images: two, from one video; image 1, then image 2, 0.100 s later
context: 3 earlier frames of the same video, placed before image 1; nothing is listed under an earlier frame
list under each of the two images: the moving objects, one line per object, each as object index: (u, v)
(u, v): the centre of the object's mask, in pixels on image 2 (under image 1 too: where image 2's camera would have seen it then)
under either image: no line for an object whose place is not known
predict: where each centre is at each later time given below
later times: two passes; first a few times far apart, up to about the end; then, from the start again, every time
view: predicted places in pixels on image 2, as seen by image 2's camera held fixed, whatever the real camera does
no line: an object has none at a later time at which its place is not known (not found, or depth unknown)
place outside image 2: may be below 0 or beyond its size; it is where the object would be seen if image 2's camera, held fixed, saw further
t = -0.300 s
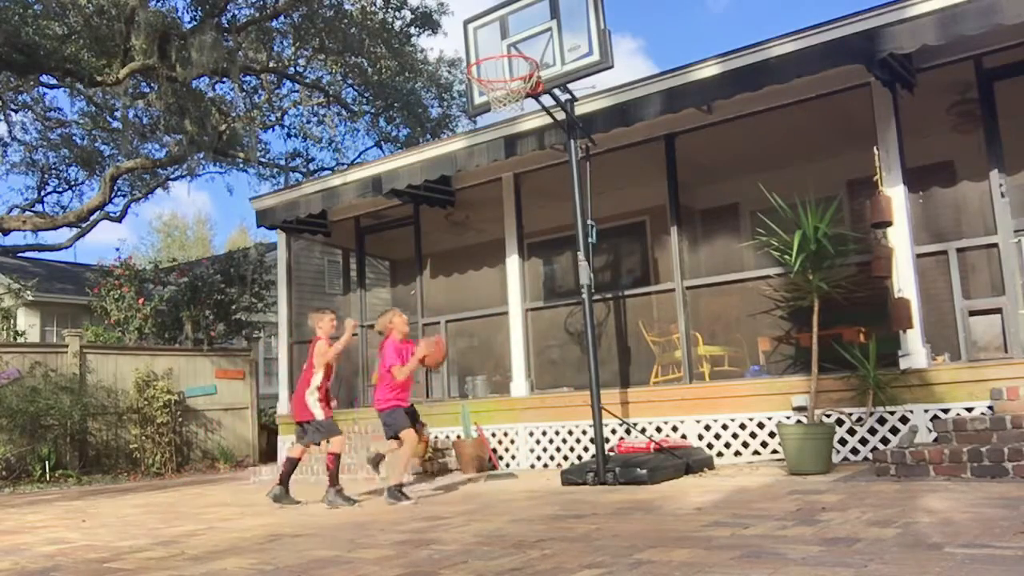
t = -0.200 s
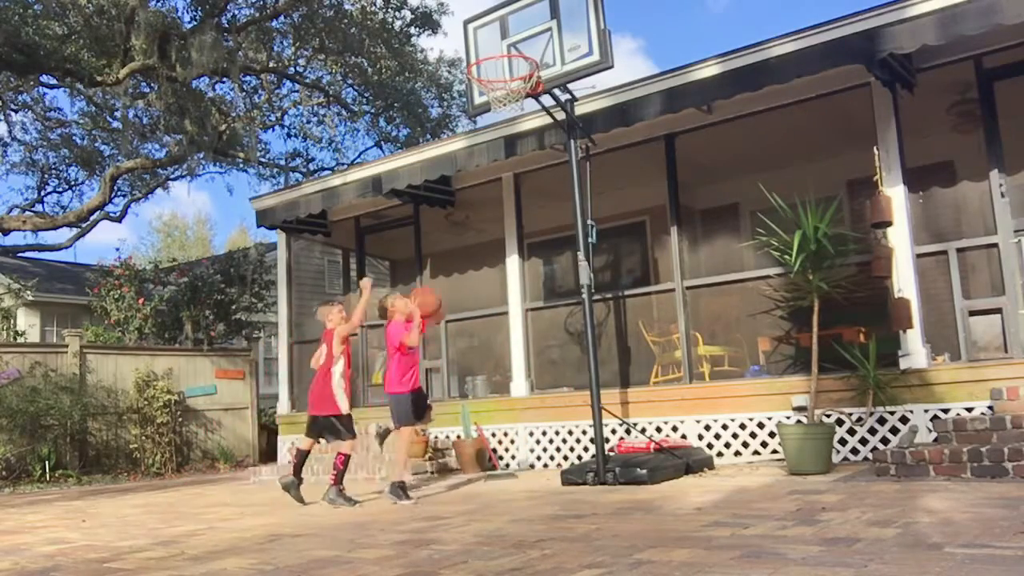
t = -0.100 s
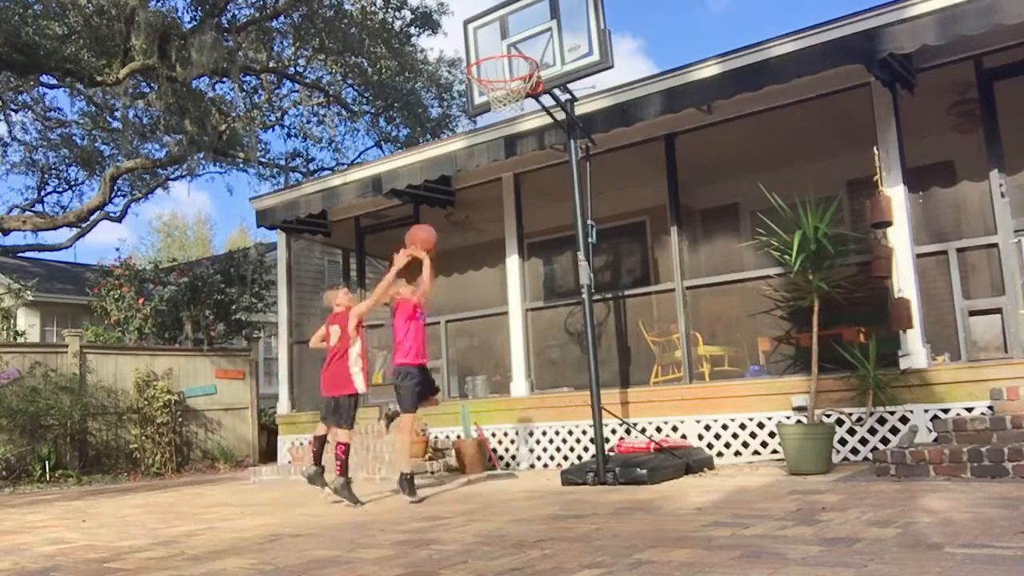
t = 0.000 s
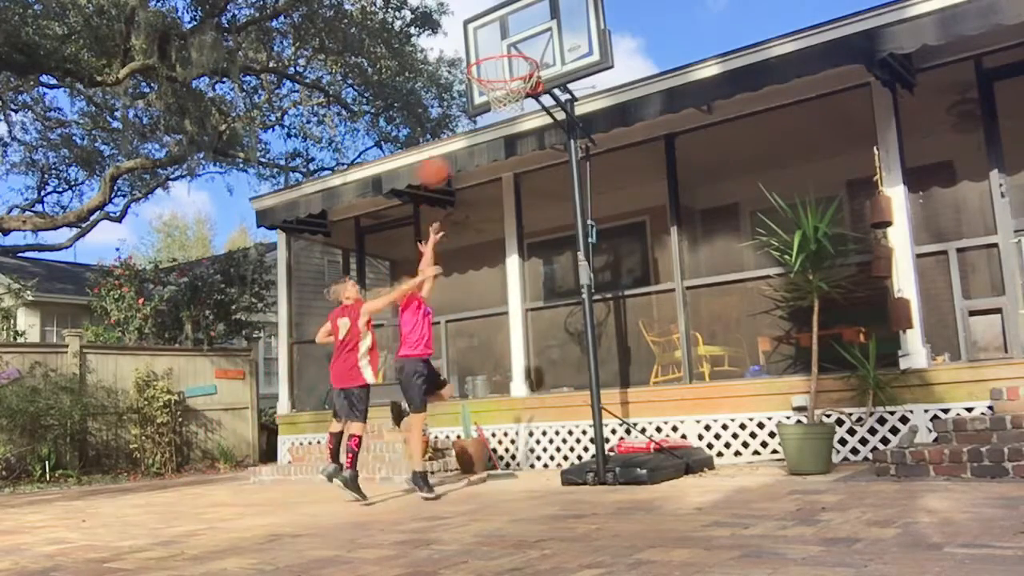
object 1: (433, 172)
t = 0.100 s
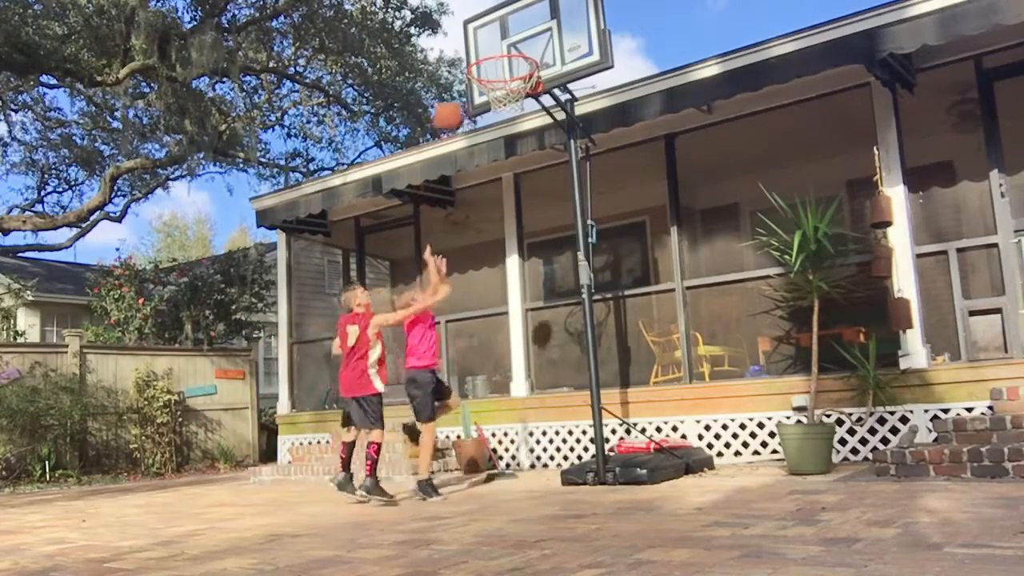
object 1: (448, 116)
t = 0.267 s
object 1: (472, 53)
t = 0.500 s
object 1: (490, 37)
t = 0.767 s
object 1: (507, 108)
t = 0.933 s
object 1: (519, 202)
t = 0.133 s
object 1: (452, 100)
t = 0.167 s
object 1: (457, 87)
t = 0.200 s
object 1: (459, 77)
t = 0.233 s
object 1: (467, 64)
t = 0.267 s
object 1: (472, 53)
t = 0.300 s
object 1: (478, 46)
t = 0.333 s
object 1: (483, 41)
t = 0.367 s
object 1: (484, 37)
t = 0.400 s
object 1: (487, 35)
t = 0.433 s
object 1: (488, 35)
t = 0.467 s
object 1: (489, 35)
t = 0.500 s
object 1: (490, 37)
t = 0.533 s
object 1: (491, 40)
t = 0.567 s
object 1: (493, 46)
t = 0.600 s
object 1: (496, 54)
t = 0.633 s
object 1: (497, 62)
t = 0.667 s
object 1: (500, 72)
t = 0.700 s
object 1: (501, 81)
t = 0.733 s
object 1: (504, 96)
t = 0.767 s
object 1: (507, 108)
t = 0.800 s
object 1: (509, 124)
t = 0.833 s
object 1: (510, 141)
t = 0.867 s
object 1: (514, 159)
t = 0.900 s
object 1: (516, 179)
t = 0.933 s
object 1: (519, 202)
